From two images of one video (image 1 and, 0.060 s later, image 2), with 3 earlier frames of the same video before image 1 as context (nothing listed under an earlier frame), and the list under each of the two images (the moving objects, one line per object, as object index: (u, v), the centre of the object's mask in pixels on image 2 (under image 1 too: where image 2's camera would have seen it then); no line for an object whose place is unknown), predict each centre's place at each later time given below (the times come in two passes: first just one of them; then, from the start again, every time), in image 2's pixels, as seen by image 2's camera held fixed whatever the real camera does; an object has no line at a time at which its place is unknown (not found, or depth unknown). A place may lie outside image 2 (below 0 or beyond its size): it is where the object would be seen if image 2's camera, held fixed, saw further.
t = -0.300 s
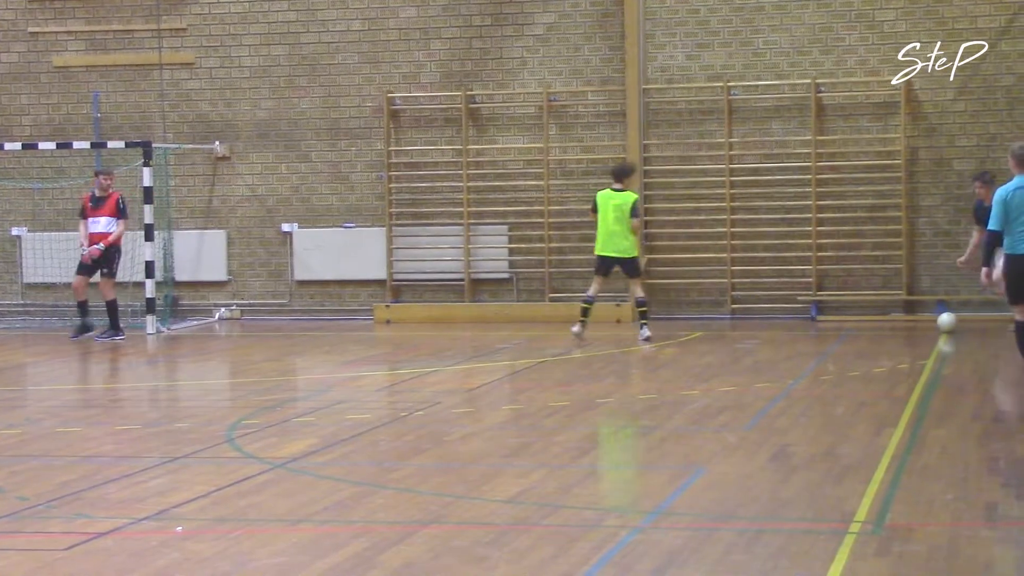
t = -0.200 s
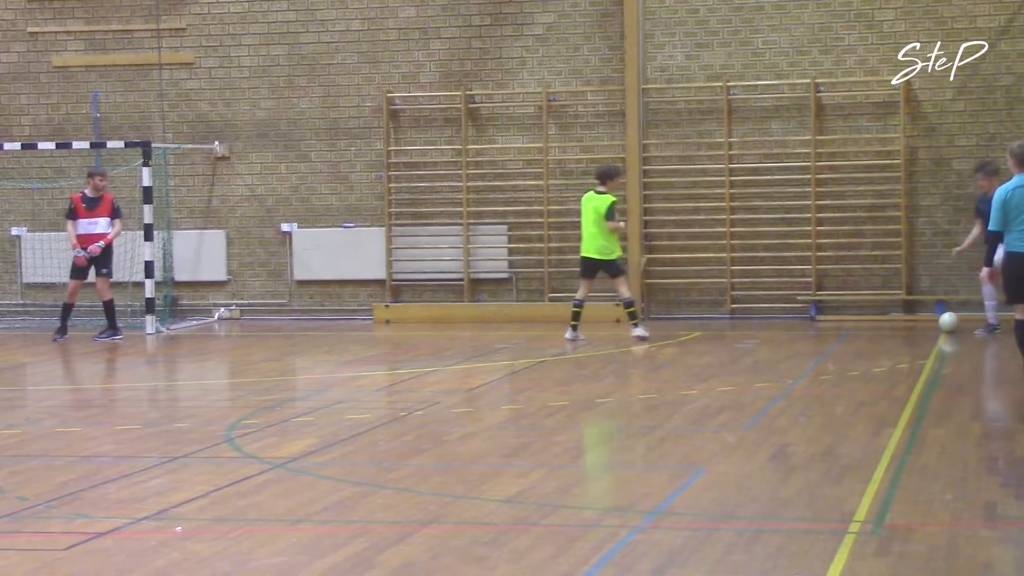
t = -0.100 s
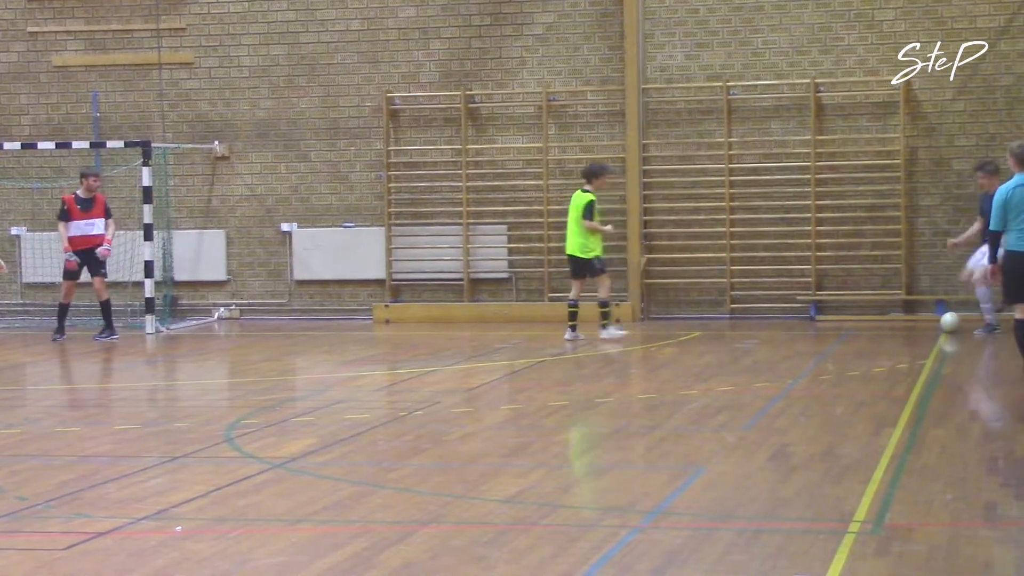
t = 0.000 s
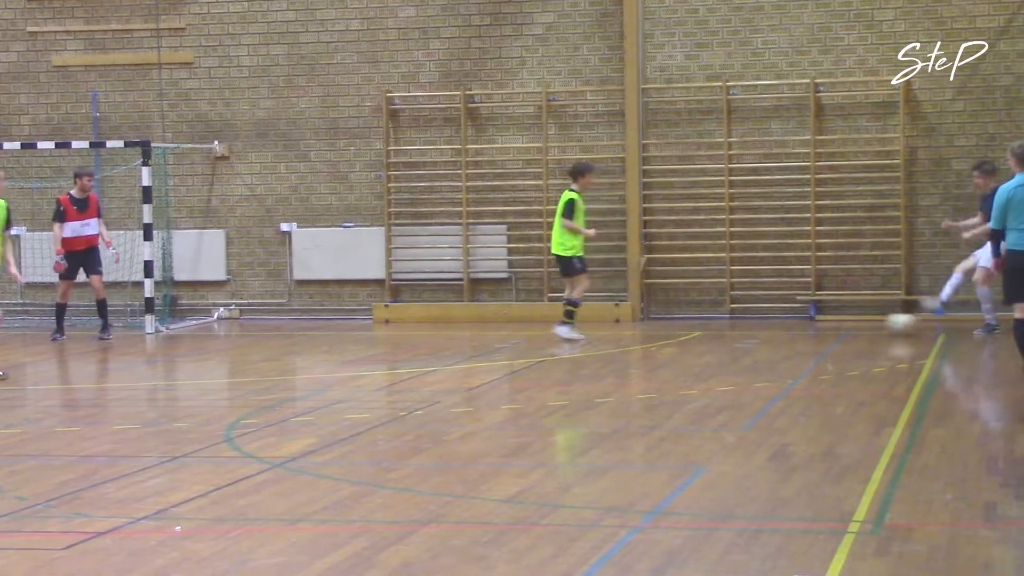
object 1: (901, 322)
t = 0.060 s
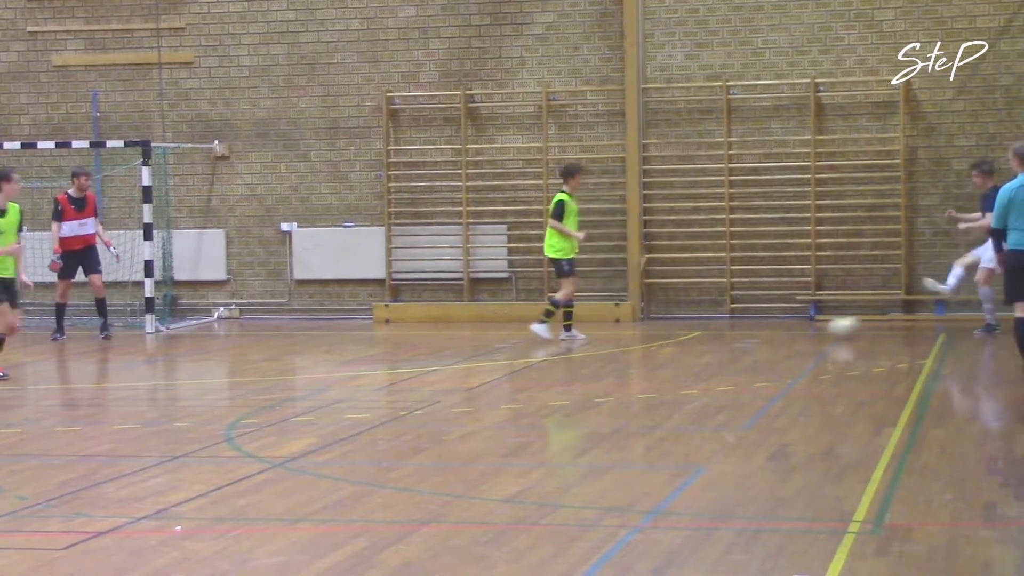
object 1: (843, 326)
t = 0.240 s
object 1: (667, 342)
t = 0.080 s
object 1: (822, 329)
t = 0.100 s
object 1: (803, 330)
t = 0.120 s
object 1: (784, 330)
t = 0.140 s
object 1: (765, 331)
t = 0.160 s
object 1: (744, 333)
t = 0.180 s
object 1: (726, 335)
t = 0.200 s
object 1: (707, 337)
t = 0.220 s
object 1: (686, 340)
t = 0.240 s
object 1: (667, 342)
